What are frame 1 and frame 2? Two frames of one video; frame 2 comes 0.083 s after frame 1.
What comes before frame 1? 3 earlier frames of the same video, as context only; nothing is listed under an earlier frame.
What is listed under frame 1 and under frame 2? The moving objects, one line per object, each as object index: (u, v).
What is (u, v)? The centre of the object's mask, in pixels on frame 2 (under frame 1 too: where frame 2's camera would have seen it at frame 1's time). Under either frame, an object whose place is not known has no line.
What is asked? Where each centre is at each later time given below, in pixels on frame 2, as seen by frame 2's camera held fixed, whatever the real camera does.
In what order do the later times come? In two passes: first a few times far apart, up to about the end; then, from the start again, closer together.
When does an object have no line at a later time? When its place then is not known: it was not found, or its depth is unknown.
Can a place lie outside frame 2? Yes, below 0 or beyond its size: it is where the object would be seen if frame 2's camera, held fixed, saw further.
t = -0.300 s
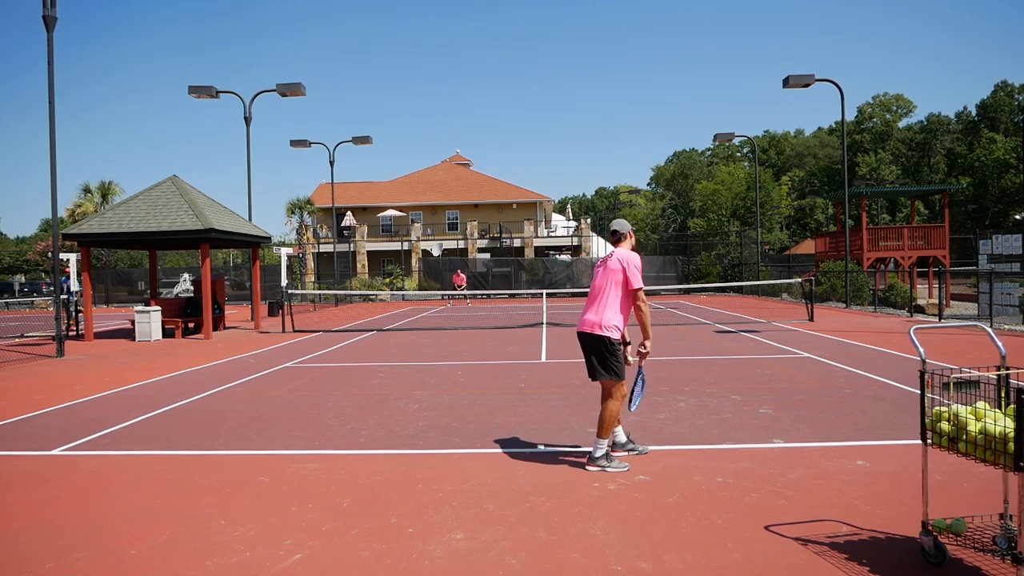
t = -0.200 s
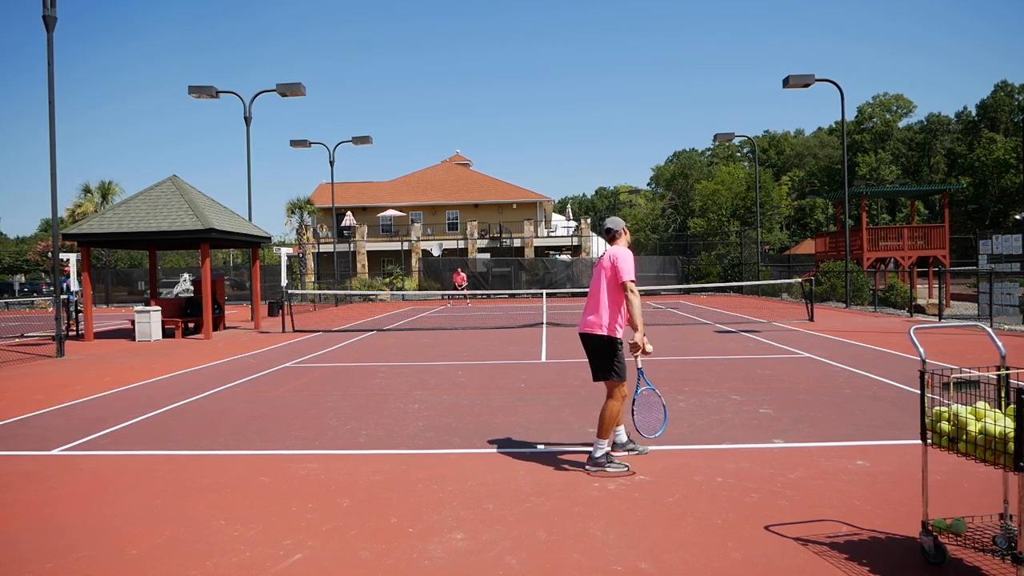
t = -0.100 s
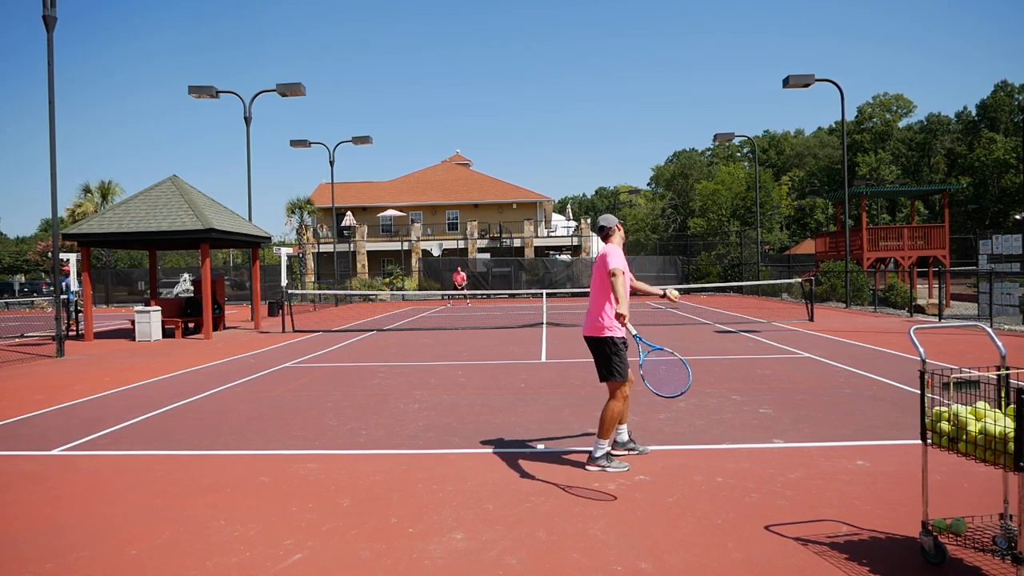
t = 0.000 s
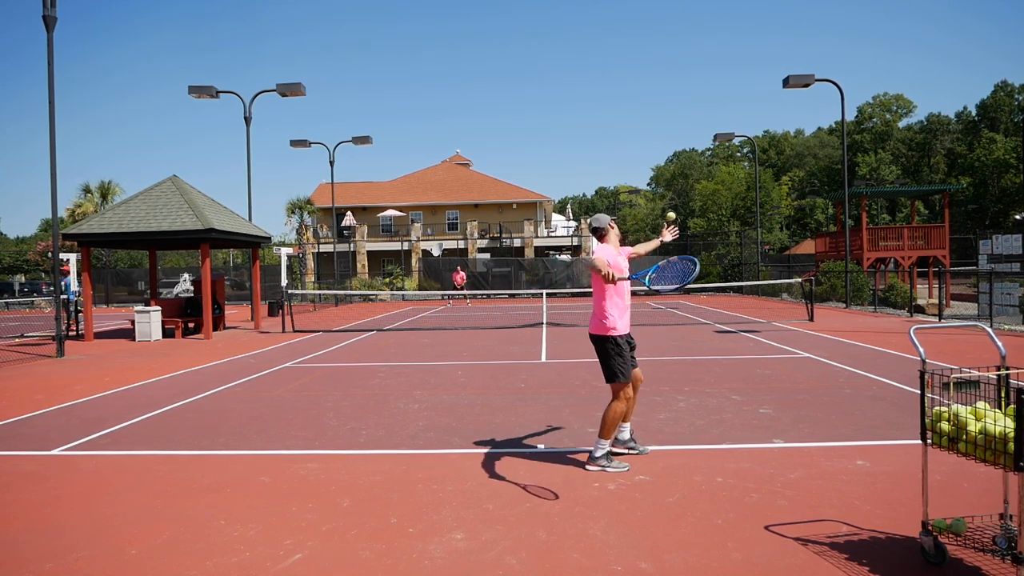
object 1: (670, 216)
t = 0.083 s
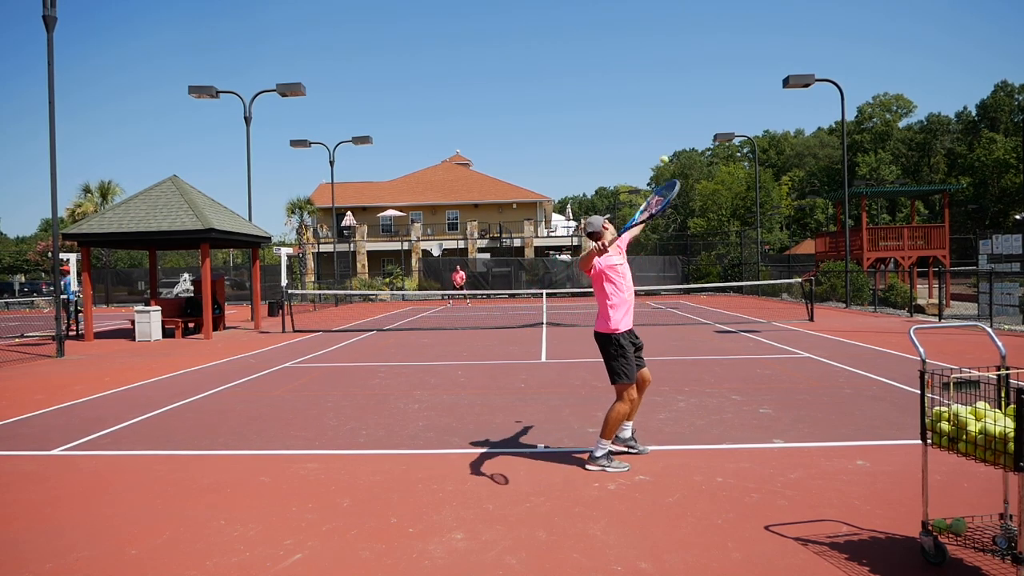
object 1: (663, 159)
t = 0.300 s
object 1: (647, 56)
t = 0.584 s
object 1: (628, 10)
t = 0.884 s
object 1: (613, 61)
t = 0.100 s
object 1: (662, 149)
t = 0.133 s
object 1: (660, 130)
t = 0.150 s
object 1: (658, 121)
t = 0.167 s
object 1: (657, 113)
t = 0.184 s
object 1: (656, 104)
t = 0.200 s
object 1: (654, 96)
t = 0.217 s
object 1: (653, 89)
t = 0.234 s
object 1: (652, 82)
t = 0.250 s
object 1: (650, 75)
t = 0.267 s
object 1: (649, 68)
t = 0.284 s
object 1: (648, 62)
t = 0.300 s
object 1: (647, 56)
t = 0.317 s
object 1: (646, 51)
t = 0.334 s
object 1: (644, 46)
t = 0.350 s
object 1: (643, 41)
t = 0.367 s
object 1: (642, 37)
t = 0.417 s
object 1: (639, 25)
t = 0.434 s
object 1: (638, 23)
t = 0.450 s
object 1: (637, 20)
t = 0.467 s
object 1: (635, 17)
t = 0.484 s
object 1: (634, 15)
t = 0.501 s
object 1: (633, 14)
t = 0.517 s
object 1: (632, 12)
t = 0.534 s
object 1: (631, 11)
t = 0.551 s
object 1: (631, 10)
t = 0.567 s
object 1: (629, 10)
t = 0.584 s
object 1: (628, 10)
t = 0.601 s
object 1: (627, 10)
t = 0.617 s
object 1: (626, 10)
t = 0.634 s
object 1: (625, 11)
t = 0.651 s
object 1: (624, 13)
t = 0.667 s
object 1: (624, 14)
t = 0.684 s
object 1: (623, 16)
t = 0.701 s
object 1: (622, 18)
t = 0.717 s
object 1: (621, 20)
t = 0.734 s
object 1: (620, 23)
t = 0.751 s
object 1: (619, 26)
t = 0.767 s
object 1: (618, 29)
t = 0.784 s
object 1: (617, 33)
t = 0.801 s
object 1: (617, 37)
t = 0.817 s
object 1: (616, 41)
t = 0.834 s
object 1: (615, 45)
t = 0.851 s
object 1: (614, 50)
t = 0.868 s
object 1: (613, 55)
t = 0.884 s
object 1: (613, 61)
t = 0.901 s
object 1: (612, 67)
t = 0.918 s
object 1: (611, 73)
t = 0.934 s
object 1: (610, 79)
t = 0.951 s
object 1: (610, 86)
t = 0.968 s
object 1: (609, 93)
